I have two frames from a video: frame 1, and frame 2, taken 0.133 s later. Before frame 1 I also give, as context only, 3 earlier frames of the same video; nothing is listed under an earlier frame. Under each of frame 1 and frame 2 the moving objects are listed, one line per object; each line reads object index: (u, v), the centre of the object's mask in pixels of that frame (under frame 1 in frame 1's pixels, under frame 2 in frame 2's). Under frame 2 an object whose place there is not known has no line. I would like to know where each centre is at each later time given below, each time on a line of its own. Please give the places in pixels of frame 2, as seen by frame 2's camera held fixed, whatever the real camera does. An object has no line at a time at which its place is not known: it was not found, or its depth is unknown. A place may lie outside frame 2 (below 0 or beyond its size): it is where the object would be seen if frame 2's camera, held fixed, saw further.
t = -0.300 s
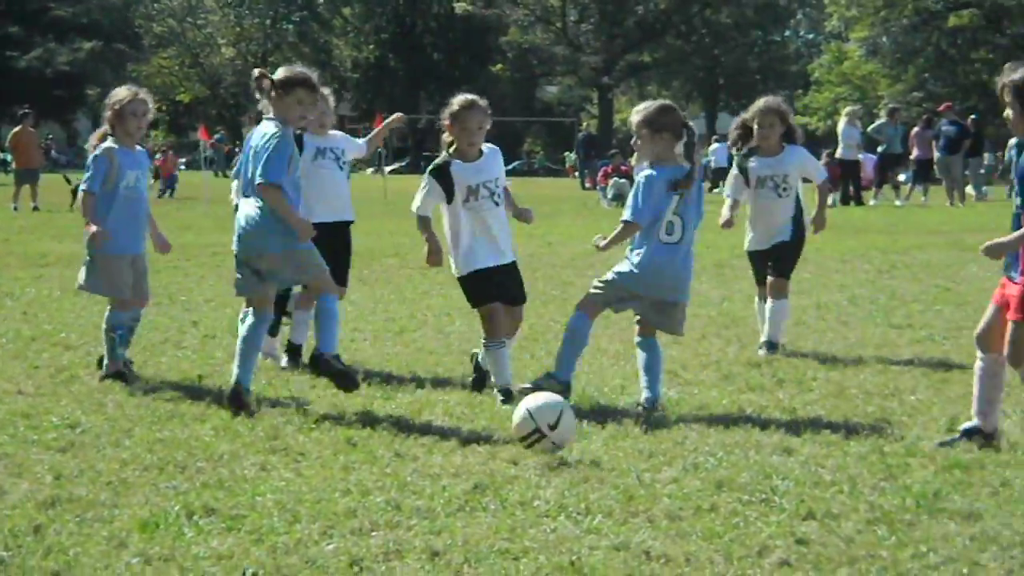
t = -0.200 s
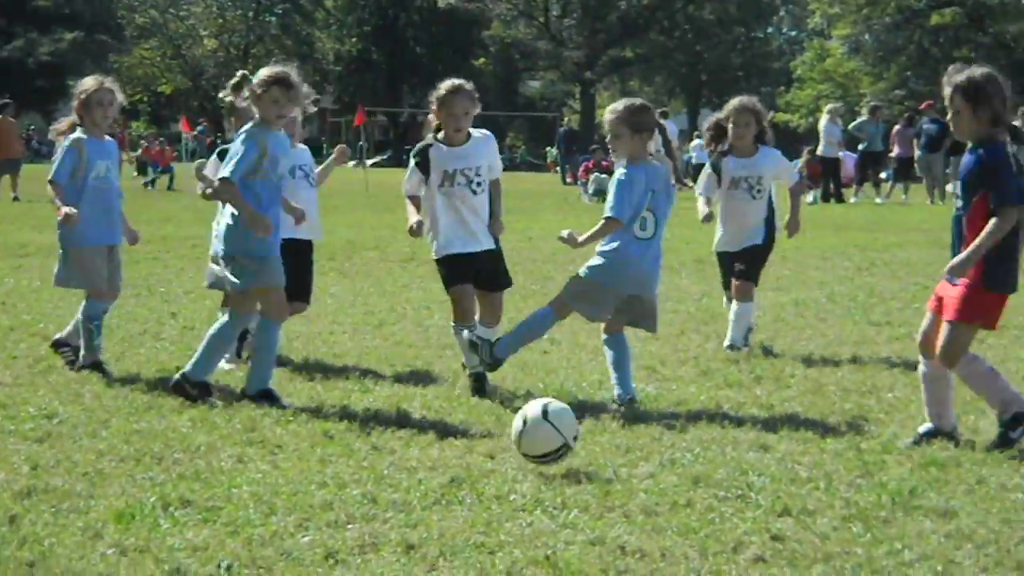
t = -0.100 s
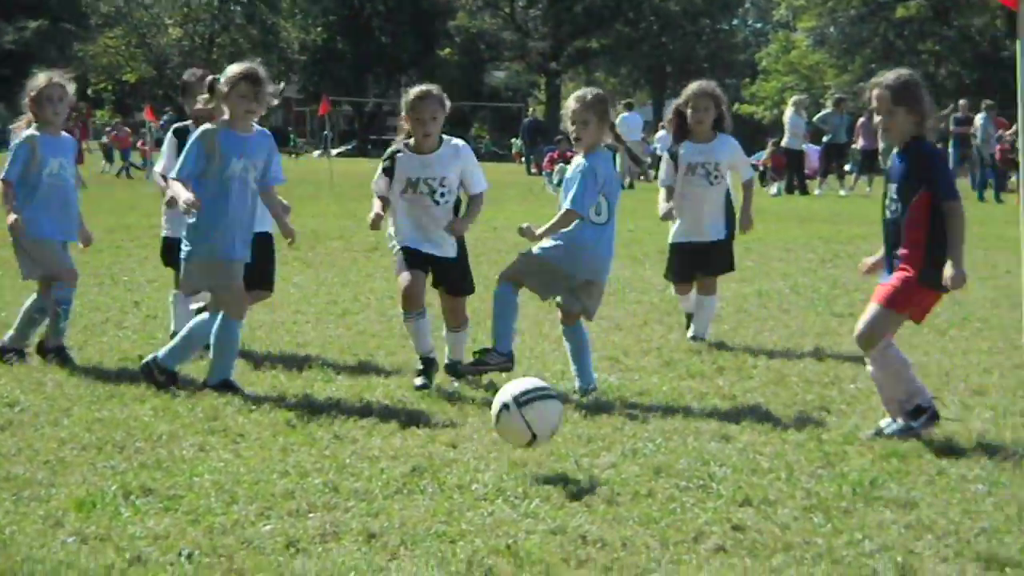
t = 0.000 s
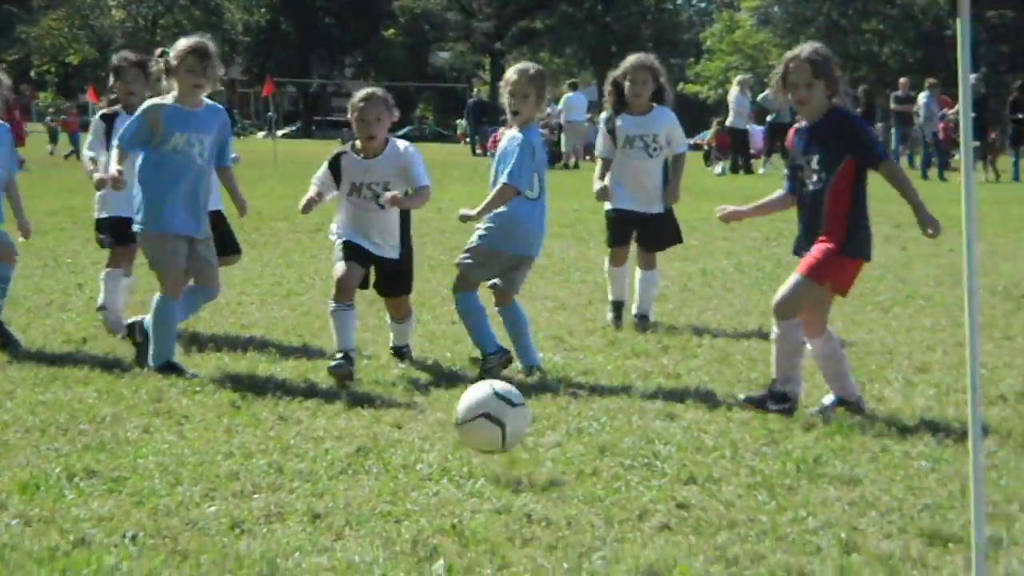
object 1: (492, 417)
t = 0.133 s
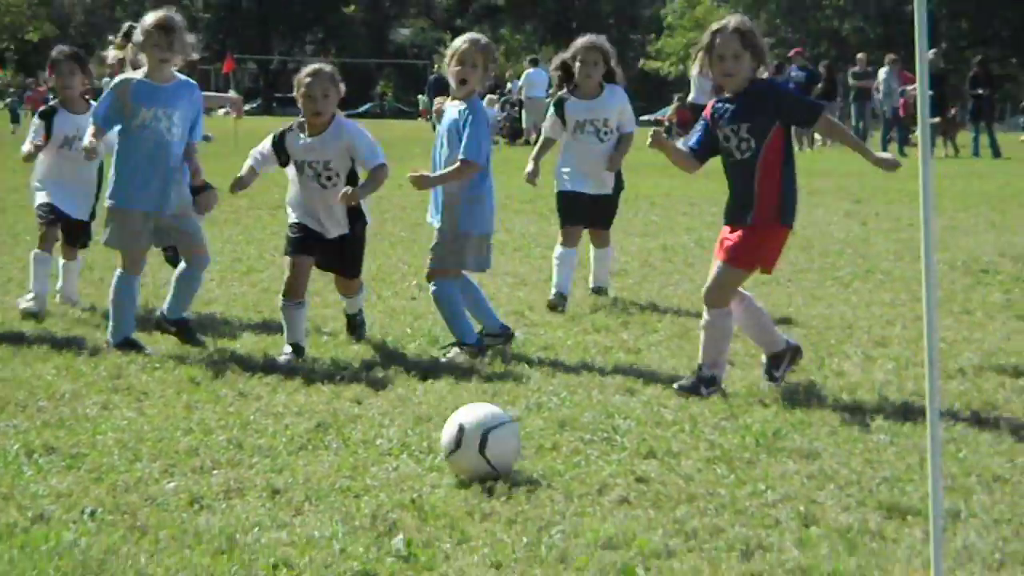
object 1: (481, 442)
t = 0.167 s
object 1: (489, 443)
